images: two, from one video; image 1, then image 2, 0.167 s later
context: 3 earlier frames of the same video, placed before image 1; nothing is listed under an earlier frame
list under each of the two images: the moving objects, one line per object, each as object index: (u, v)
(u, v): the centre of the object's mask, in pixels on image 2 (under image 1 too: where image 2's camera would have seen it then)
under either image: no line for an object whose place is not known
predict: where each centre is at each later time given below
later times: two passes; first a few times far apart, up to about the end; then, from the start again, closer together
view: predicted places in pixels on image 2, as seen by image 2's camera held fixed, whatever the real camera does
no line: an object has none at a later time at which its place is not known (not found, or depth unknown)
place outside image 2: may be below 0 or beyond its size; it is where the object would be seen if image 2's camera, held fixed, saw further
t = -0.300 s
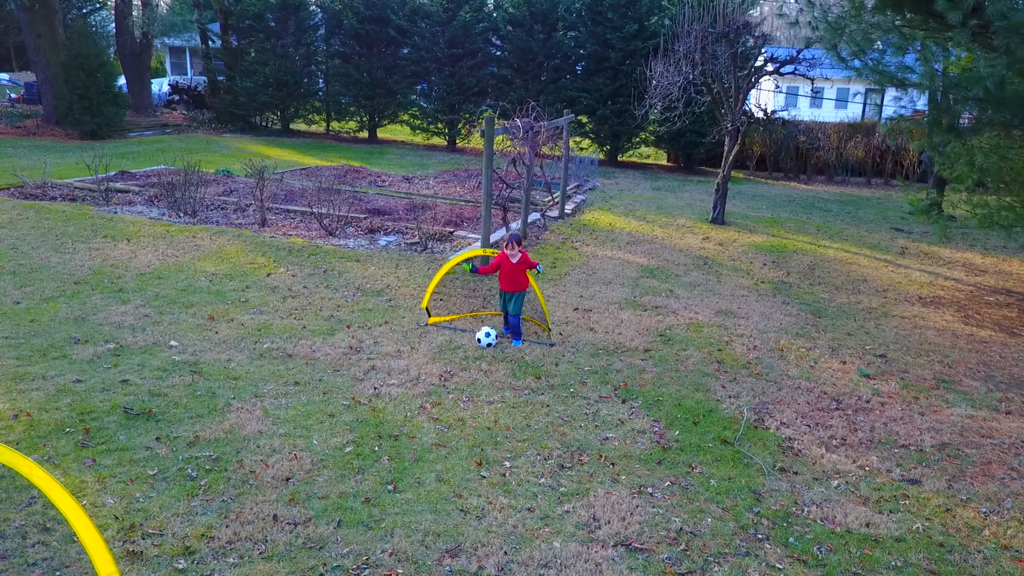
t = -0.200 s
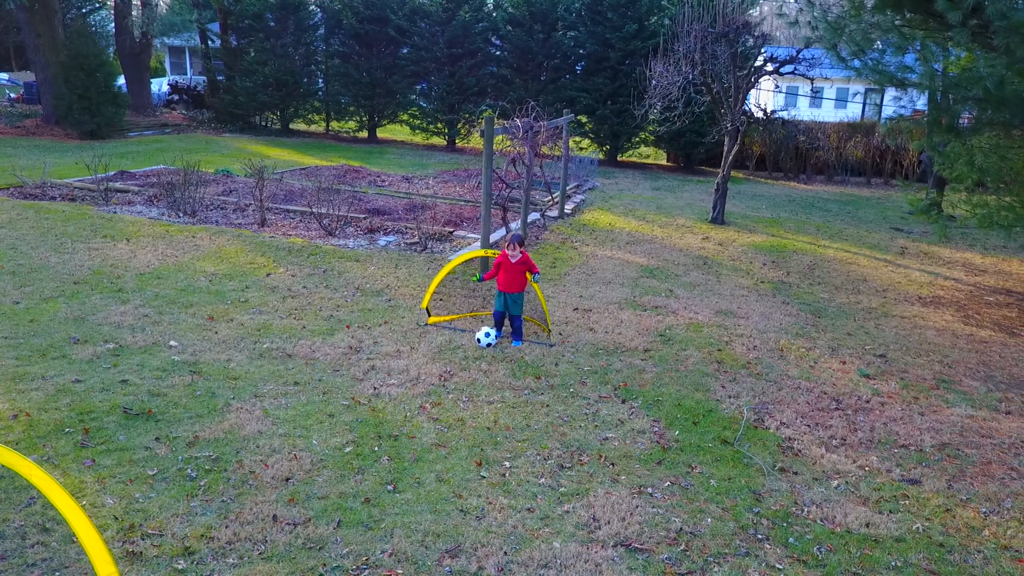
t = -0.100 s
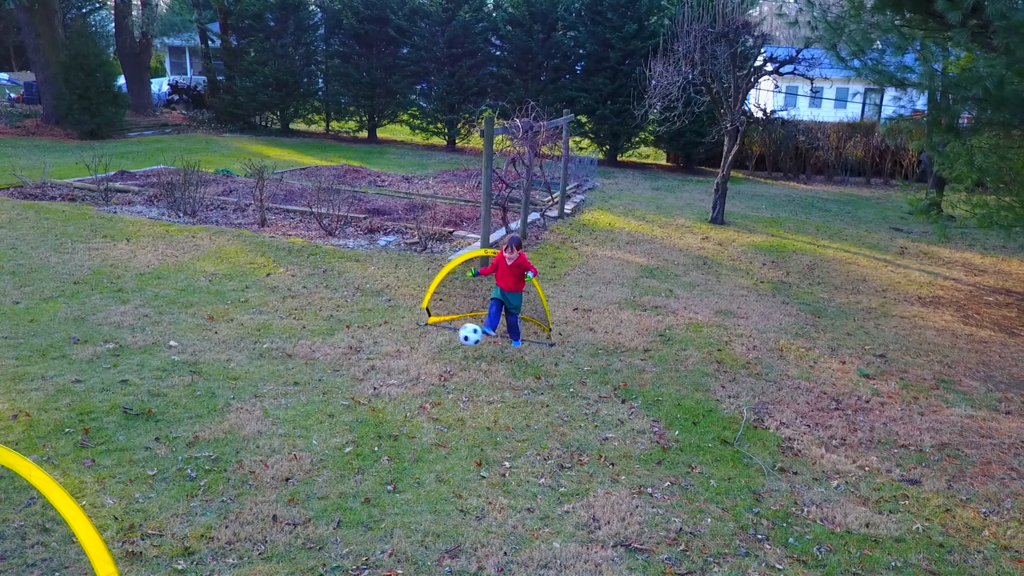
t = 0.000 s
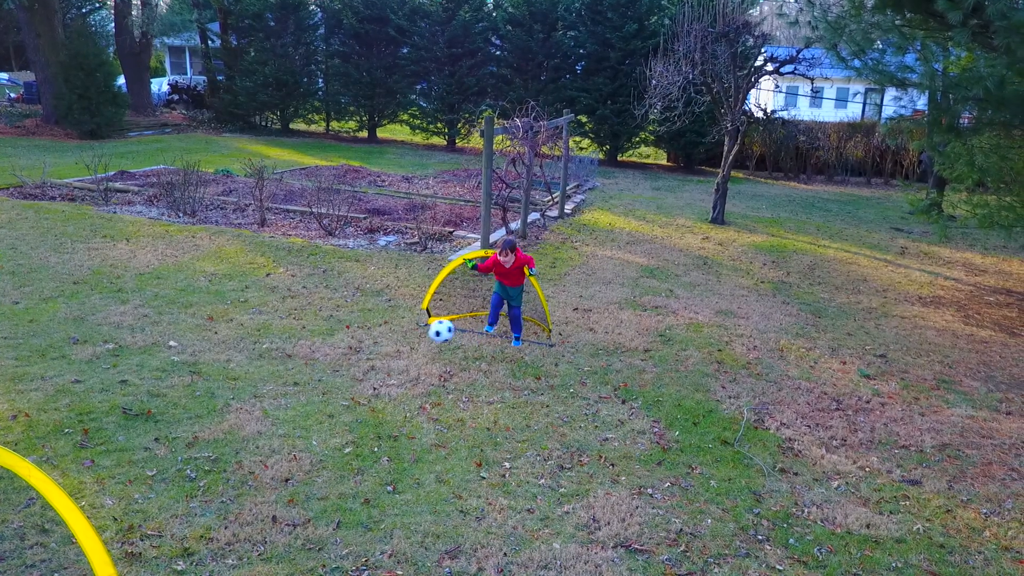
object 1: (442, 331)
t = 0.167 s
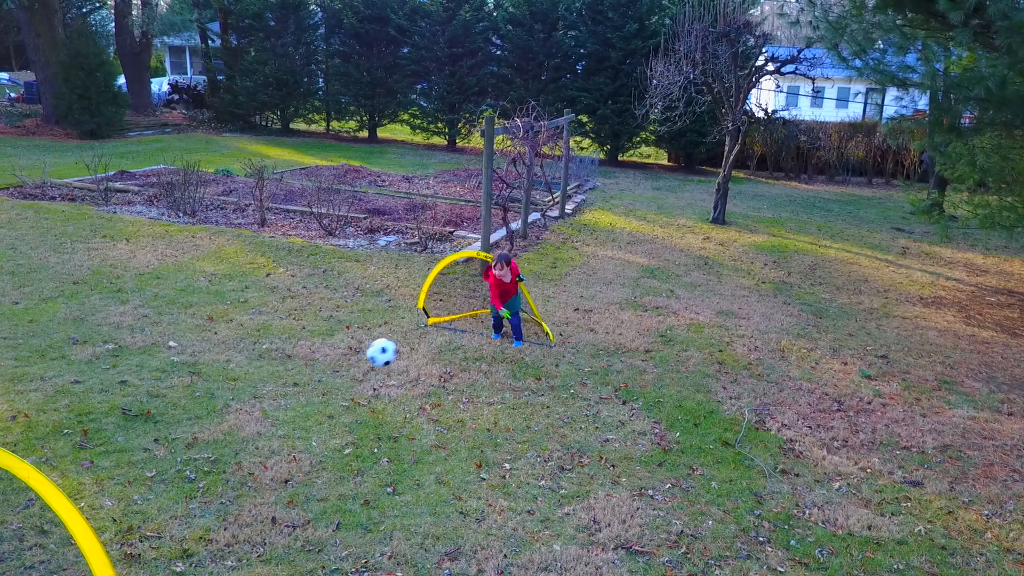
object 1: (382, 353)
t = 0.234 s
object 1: (353, 374)
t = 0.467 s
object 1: (242, 469)
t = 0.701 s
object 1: (146, 519)
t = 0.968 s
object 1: (12, 572)
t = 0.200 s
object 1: (367, 362)
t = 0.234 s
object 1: (353, 374)
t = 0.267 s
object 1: (338, 388)
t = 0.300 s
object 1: (322, 405)
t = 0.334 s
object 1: (305, 423)
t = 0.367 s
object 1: (288, 445)
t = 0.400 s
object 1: (269, 469)
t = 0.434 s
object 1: (255, 470)
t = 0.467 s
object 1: (242, 469)
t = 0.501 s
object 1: (229, 470)
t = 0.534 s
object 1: (216, 473)
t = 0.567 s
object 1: (203, 478)
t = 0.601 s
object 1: (189, 485)
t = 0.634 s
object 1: (175, 494)
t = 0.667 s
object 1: (160, 505)
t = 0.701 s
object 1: (146, 519)
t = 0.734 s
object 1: (129, 528)
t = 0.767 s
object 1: (115, 530)
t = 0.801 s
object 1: (106, 531)
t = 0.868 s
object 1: (61, 555)
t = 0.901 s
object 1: (46, 564)
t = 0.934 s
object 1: (29, 569)
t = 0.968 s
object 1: (12, 572)
